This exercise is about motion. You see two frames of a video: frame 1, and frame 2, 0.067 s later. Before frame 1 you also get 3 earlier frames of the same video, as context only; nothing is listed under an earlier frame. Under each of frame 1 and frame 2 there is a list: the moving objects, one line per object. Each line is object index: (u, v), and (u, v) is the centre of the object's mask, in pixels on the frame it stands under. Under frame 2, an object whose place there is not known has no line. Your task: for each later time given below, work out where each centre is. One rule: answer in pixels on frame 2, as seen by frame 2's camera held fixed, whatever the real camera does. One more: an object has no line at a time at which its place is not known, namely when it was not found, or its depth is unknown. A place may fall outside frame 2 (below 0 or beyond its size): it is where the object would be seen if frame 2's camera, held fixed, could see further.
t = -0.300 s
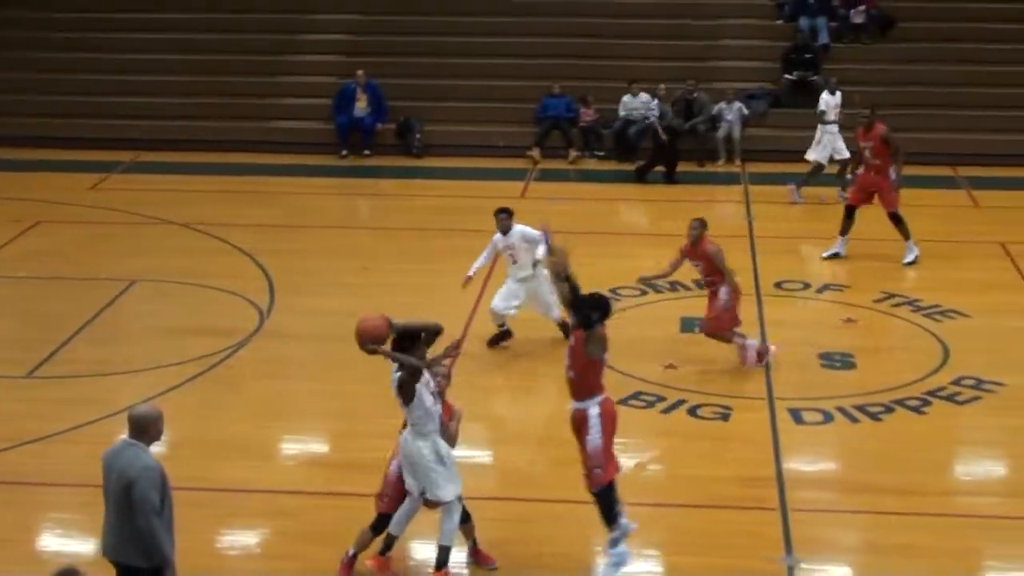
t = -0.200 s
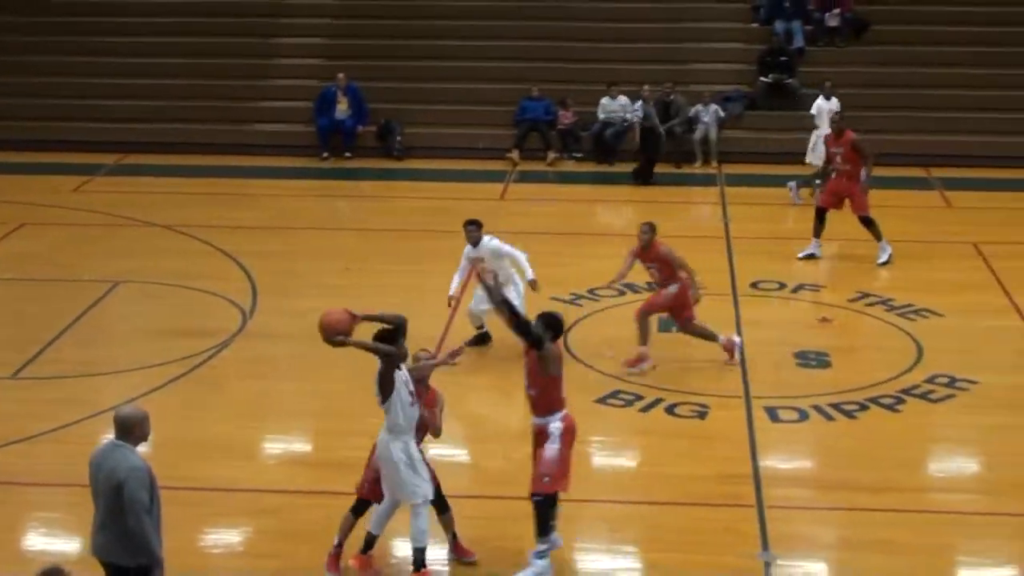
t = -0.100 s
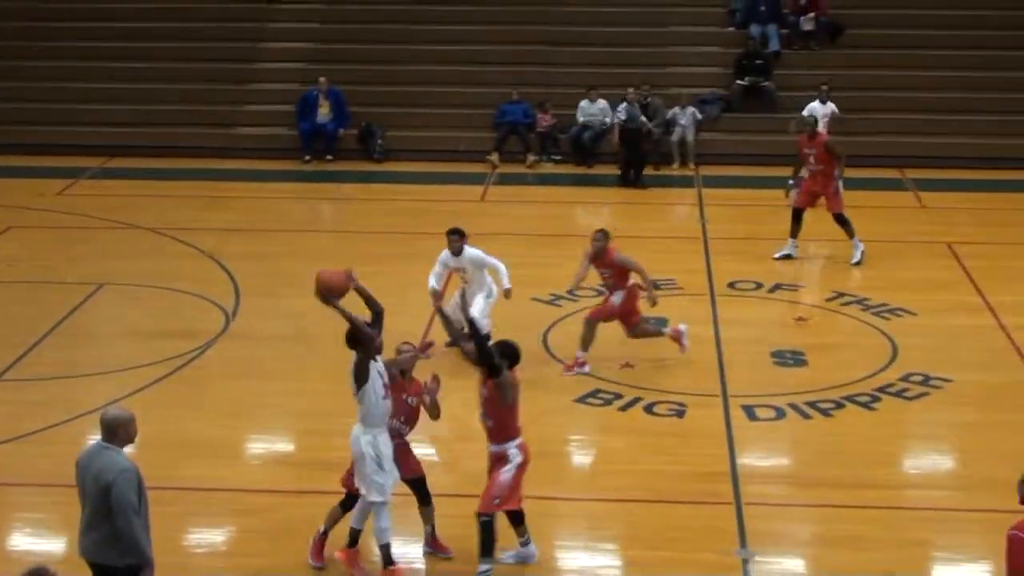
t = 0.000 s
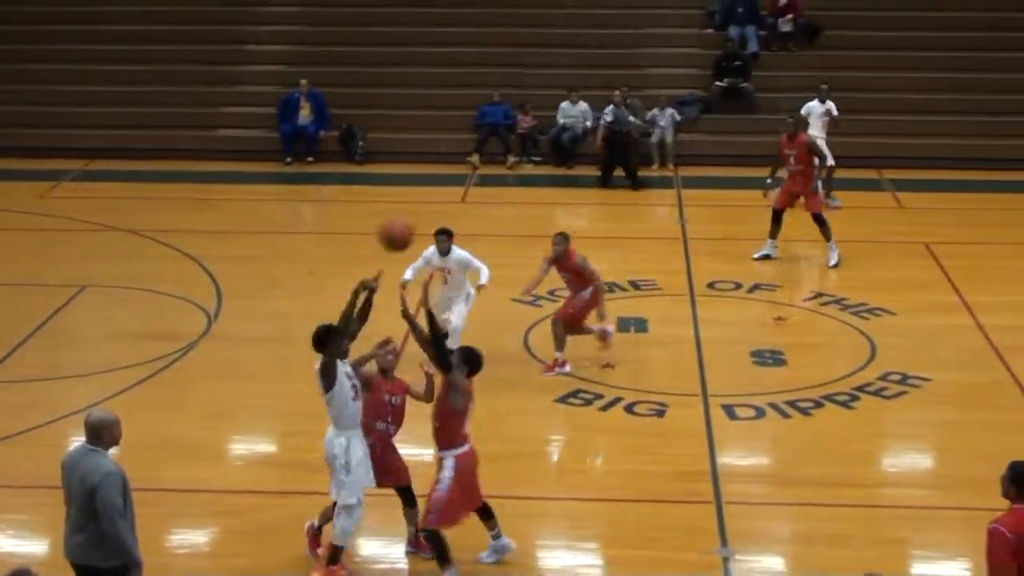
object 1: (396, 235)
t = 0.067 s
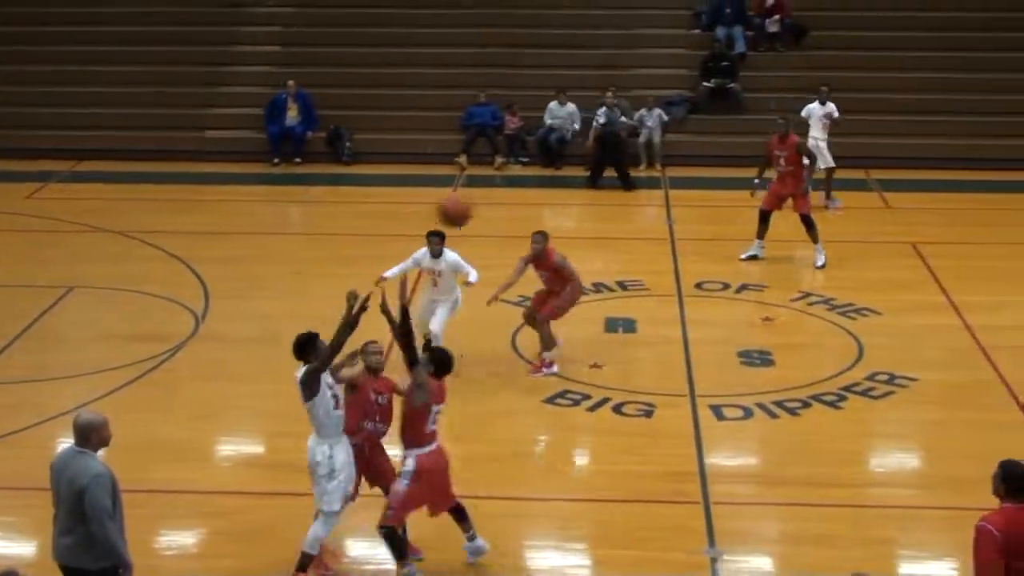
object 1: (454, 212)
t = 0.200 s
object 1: (592, 178)
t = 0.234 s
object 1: (627, 174)
